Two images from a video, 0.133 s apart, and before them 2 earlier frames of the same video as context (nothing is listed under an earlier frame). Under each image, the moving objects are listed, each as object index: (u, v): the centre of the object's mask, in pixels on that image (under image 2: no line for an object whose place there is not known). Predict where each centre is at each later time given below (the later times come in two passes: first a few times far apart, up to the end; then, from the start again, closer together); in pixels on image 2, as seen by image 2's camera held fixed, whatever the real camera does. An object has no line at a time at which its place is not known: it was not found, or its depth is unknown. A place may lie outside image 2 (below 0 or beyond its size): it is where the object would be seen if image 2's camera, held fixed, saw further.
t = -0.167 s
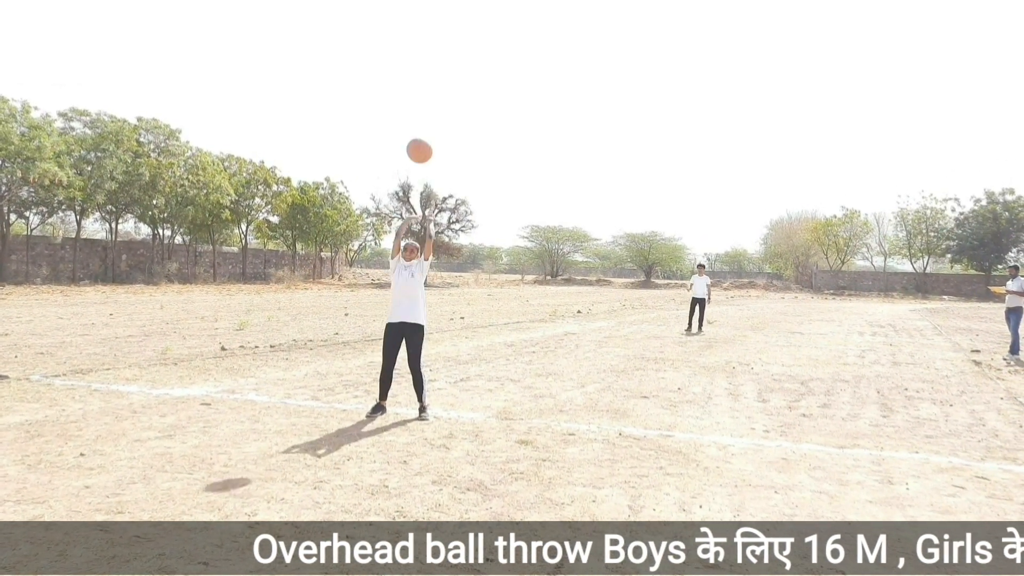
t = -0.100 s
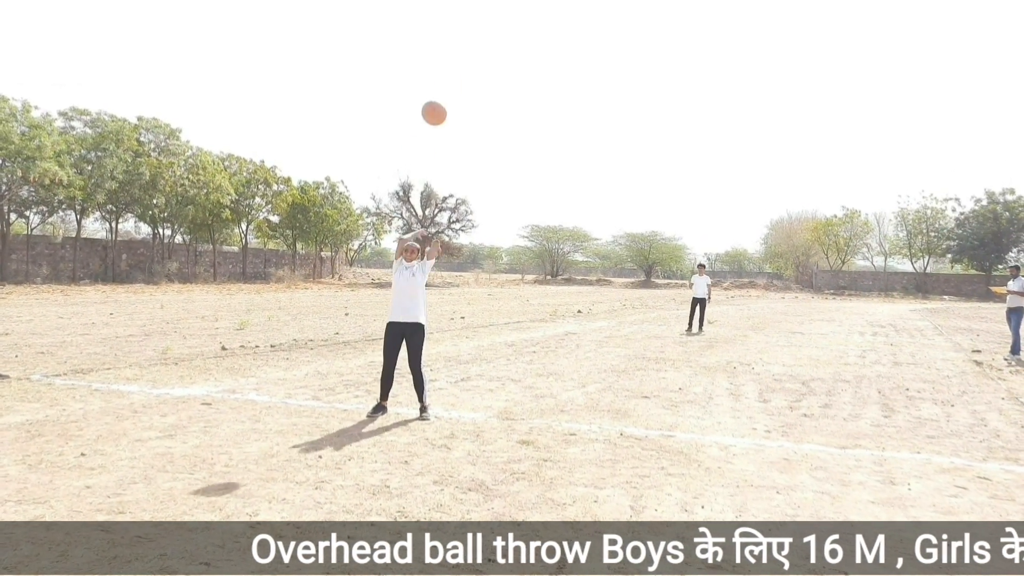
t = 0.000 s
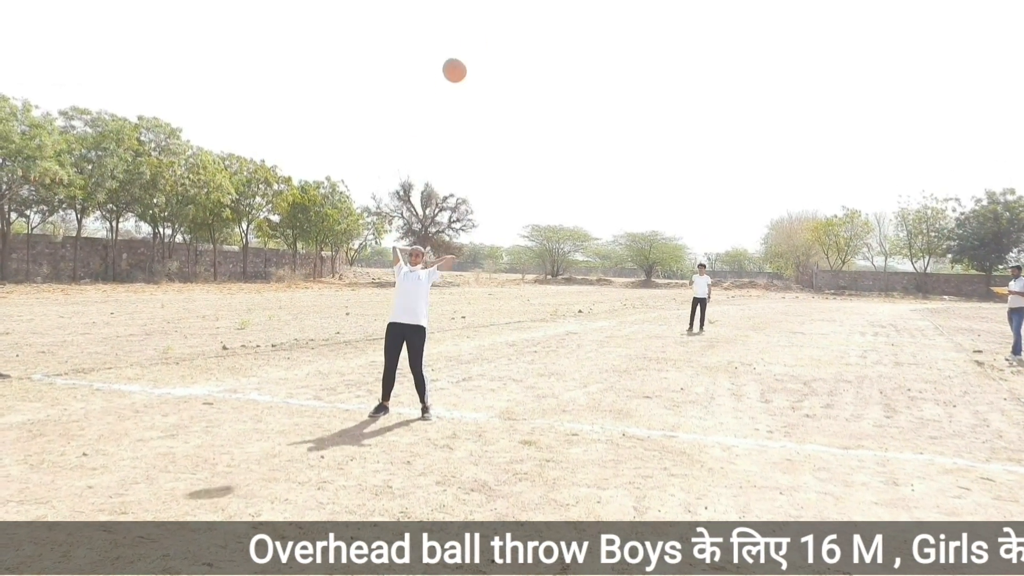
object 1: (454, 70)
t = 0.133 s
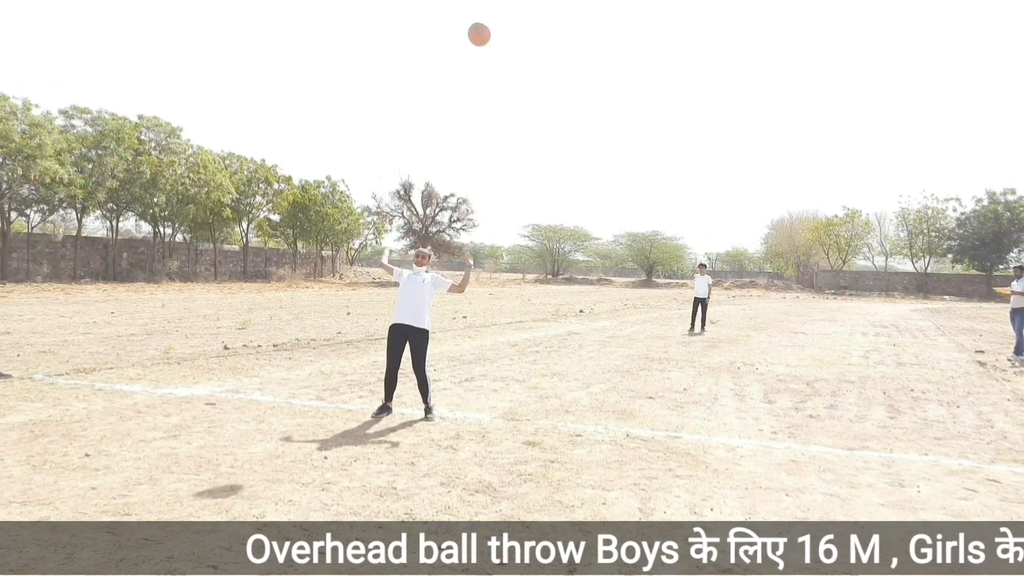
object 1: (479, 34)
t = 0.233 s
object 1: (494, 21)
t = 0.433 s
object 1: (519, 25)
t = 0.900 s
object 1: (567, 147)
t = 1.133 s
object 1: (587, 250)
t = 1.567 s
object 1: (595, 288)
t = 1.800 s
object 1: (596, 249)
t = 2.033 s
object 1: (594, 241)
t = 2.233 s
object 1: (595, 259)
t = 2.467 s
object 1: (591, 305)
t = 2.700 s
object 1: (592, 318)
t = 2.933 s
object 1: (596, 287)
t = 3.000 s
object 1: (597, 284)
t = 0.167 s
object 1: (484, 28)
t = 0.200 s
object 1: (489, 24)
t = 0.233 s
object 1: (494, 21)
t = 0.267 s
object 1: (499, 19)
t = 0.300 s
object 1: (503, 18)
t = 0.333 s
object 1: (507, 18)
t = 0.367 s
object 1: (512, 19)
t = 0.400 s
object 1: (515, 22)
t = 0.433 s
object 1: (519, 25)
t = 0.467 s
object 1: (523, 28)
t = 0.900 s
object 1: (567, 147)
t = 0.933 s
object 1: (569, 160)
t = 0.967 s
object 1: (572, 174)
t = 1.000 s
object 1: (574, 188)
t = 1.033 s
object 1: (576, 203)
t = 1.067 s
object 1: (579, 219)
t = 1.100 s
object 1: (585, 236)
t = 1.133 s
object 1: (587, 250)
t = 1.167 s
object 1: (587, 267)
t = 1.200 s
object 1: (587, 282)
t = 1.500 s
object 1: (592, 307)
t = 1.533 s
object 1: (595, 298)
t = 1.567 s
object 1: (595, 288)
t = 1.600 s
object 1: (596, 280)
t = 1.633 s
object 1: (596, 273)
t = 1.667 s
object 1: (596, 268)
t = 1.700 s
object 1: (596, 261)
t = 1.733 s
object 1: (596, 256)
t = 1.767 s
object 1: (596, 252)
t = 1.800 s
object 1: (596, 249)
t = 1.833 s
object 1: (595, 245)
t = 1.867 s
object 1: (595, 242)
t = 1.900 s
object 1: (595, 241)
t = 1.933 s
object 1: (595, 239)
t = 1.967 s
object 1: (594, 239)
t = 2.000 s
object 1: (594, 240)
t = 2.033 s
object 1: (594, 241)
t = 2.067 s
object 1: (594, 242)
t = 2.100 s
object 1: (594, 244)
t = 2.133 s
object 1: (594, 247)
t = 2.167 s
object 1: (594, 250)
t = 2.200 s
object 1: (594, 254)
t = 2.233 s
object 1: (595, 259)
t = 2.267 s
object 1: (595, 264)
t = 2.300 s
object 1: (595, 270)
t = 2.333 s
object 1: (594, 276)
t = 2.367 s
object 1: (593, 282)
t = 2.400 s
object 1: (593, 289)
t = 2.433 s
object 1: (593, 297)
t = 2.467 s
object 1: (591, 305)
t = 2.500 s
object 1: (590, 314)
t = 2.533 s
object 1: (590, 323)
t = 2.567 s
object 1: (589, 333)
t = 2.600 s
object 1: (588, 340)
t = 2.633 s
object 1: (590, 332)
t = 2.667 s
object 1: (590, 324)
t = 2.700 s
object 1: (592, 318)
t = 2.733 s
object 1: (592, 312)
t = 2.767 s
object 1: (593, 306)
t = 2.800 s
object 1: (594, 302)
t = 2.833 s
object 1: (595, 297)
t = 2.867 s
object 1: (595, 293)
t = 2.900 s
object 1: (596, 290)
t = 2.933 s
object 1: (596, 287)
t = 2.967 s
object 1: (596, 285)
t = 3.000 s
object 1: (597, 284)
